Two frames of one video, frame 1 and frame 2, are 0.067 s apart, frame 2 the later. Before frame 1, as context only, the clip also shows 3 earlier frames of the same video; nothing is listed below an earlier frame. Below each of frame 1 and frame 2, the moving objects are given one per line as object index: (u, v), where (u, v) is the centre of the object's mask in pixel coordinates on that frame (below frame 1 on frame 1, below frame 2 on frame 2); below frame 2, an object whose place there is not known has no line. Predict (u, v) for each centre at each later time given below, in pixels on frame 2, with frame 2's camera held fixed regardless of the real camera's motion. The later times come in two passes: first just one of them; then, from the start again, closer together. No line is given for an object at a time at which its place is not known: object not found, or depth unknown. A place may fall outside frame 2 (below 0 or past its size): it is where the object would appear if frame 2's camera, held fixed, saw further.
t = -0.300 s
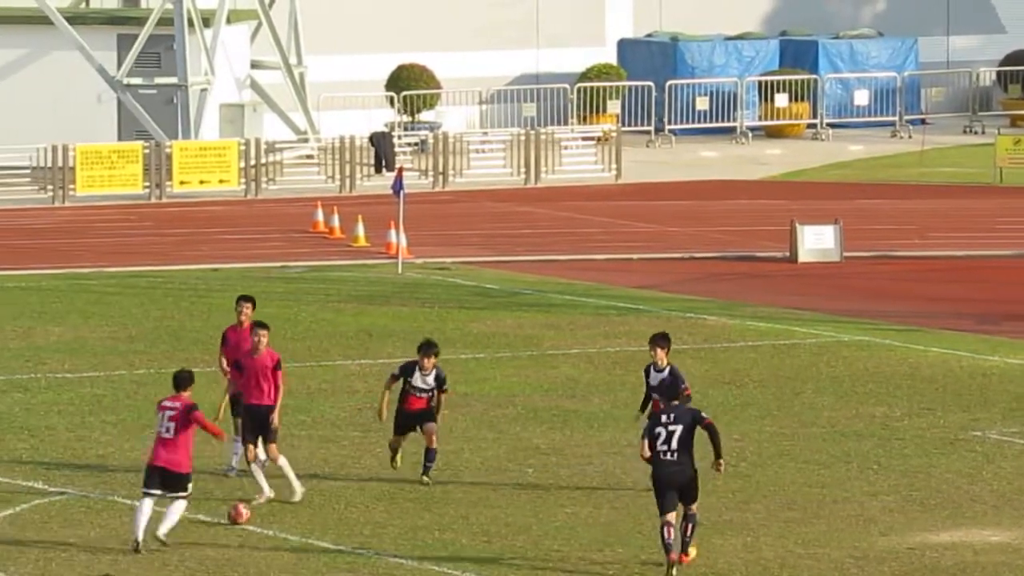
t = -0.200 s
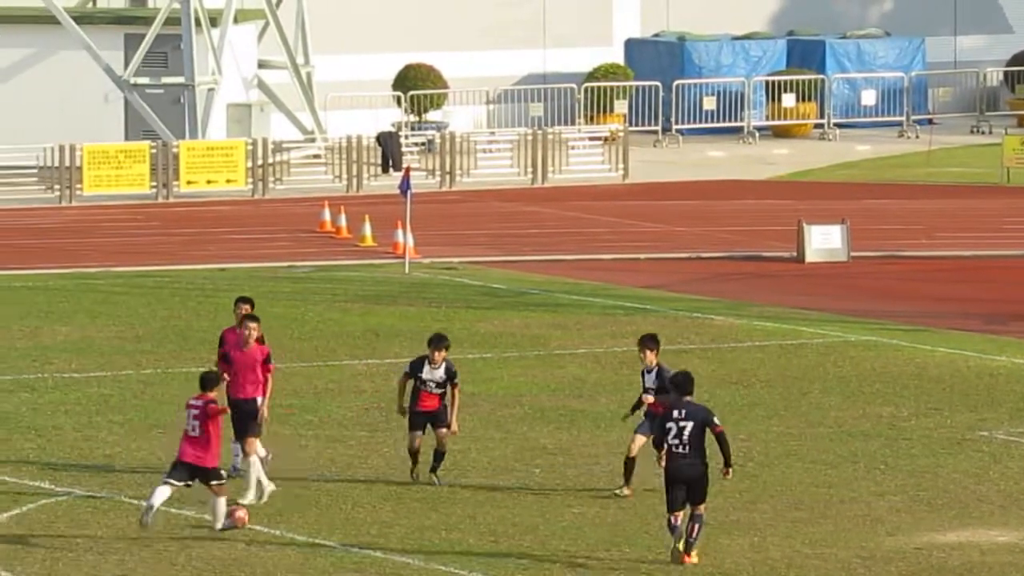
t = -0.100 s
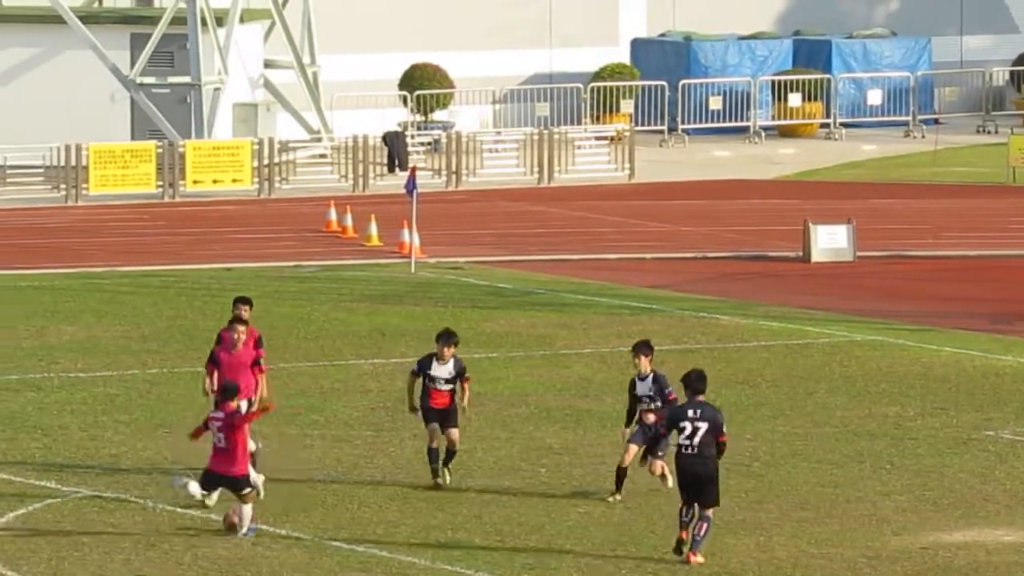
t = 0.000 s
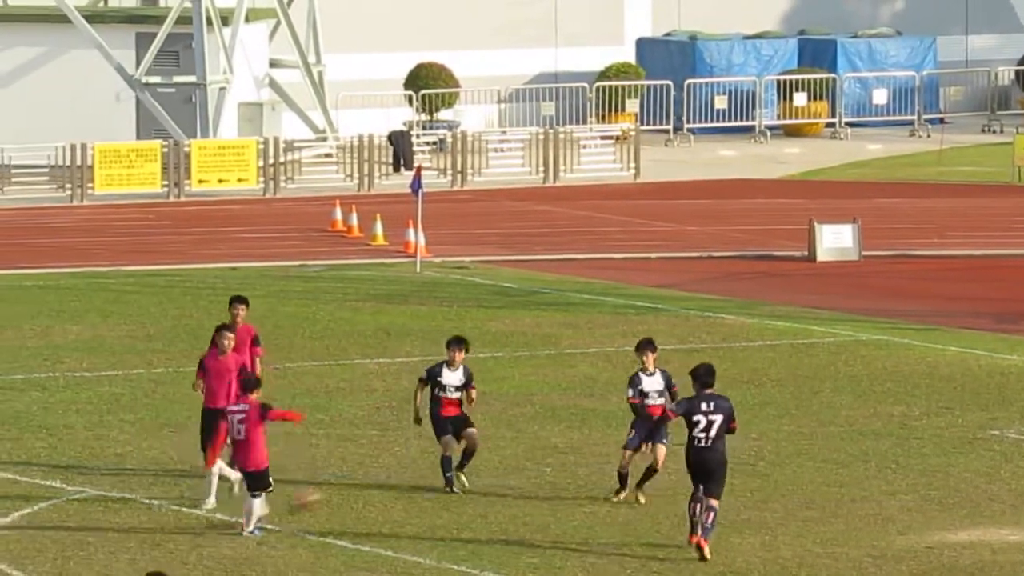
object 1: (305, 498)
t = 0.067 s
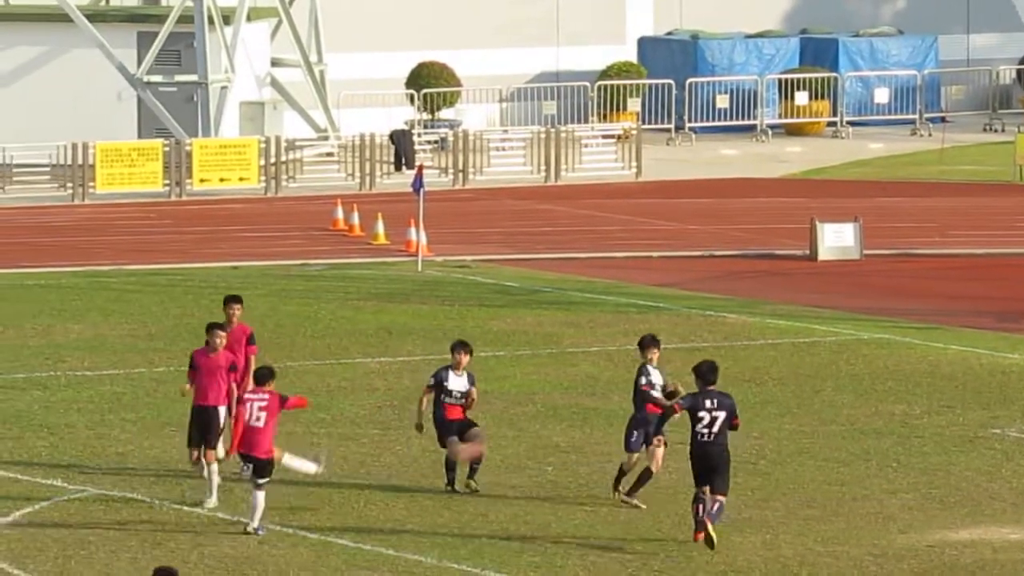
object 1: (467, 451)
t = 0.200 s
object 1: (768, 372)
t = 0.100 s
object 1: (548, 430)
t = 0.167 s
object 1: (691, 385)
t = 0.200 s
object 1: (768, 372)
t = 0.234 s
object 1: (836, 355)
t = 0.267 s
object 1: (906, 339)
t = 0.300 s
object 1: (975, 324)
